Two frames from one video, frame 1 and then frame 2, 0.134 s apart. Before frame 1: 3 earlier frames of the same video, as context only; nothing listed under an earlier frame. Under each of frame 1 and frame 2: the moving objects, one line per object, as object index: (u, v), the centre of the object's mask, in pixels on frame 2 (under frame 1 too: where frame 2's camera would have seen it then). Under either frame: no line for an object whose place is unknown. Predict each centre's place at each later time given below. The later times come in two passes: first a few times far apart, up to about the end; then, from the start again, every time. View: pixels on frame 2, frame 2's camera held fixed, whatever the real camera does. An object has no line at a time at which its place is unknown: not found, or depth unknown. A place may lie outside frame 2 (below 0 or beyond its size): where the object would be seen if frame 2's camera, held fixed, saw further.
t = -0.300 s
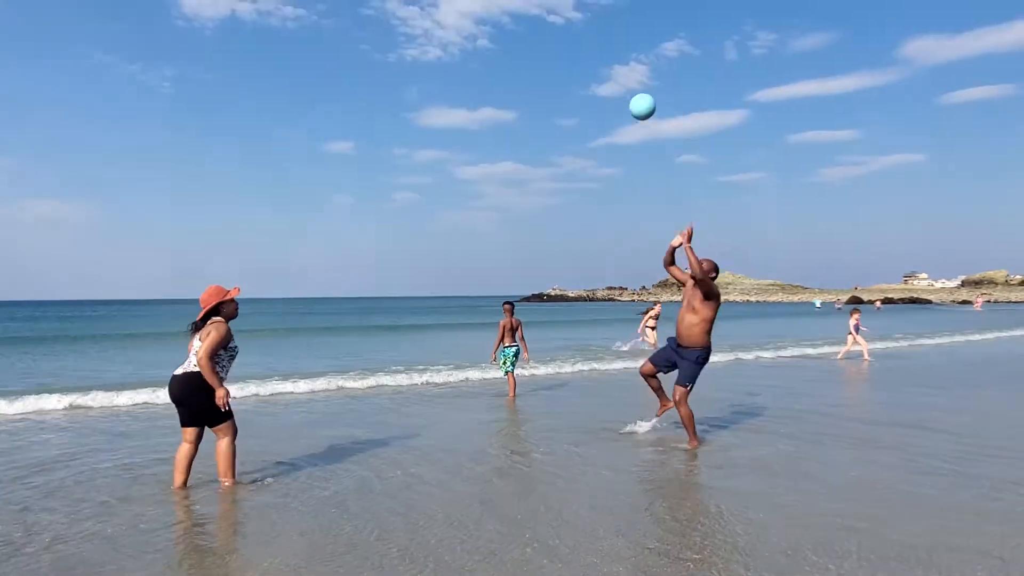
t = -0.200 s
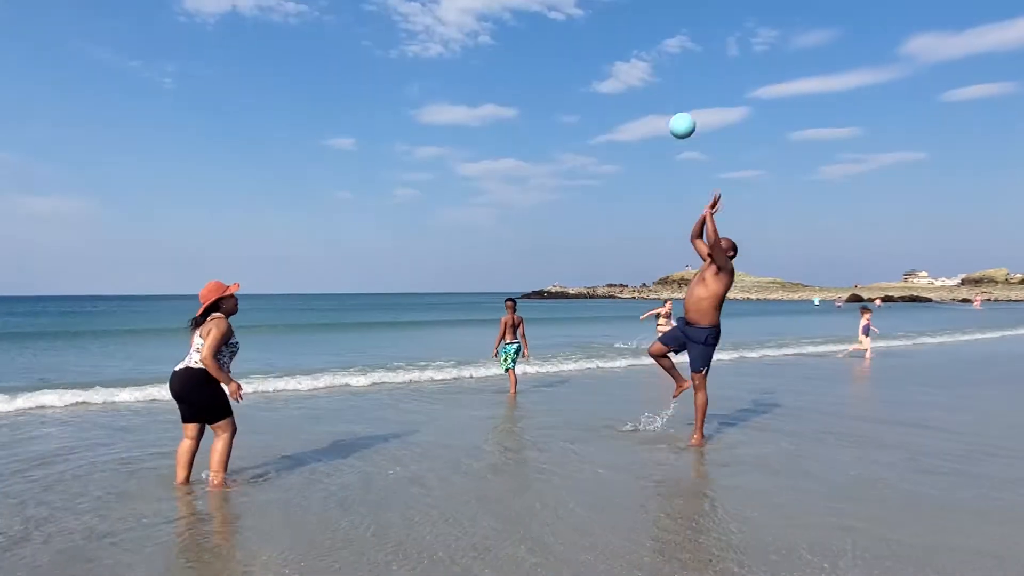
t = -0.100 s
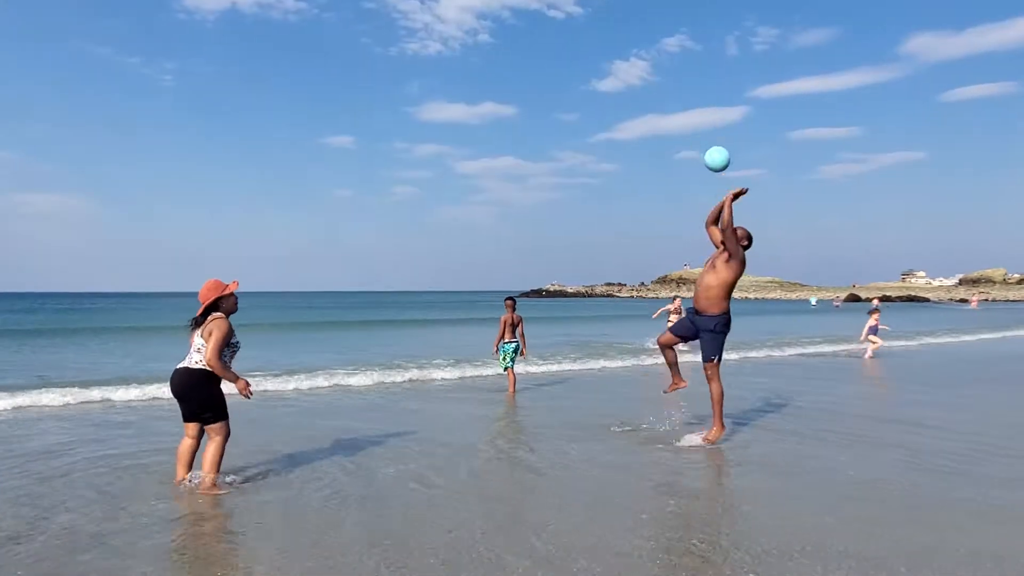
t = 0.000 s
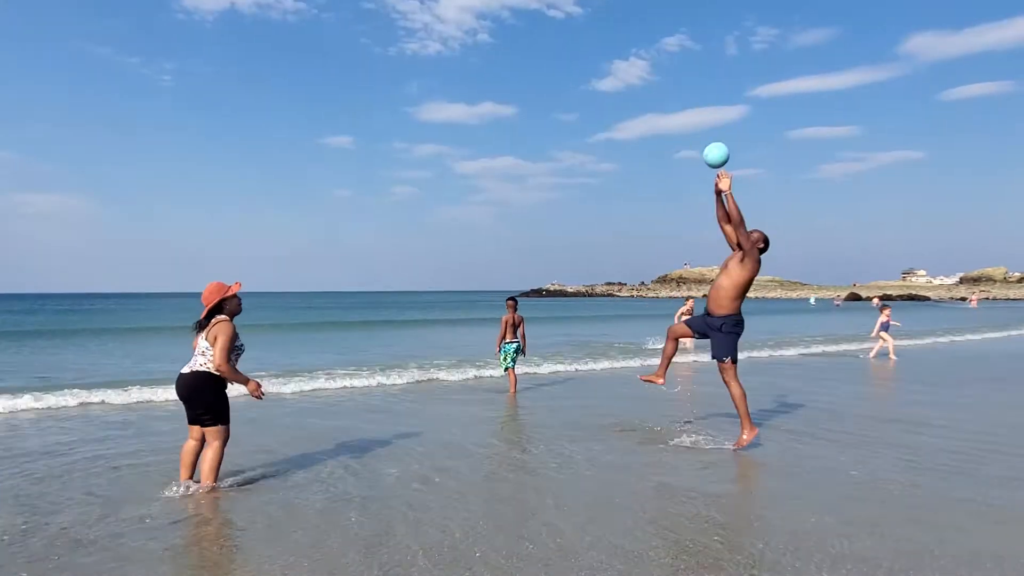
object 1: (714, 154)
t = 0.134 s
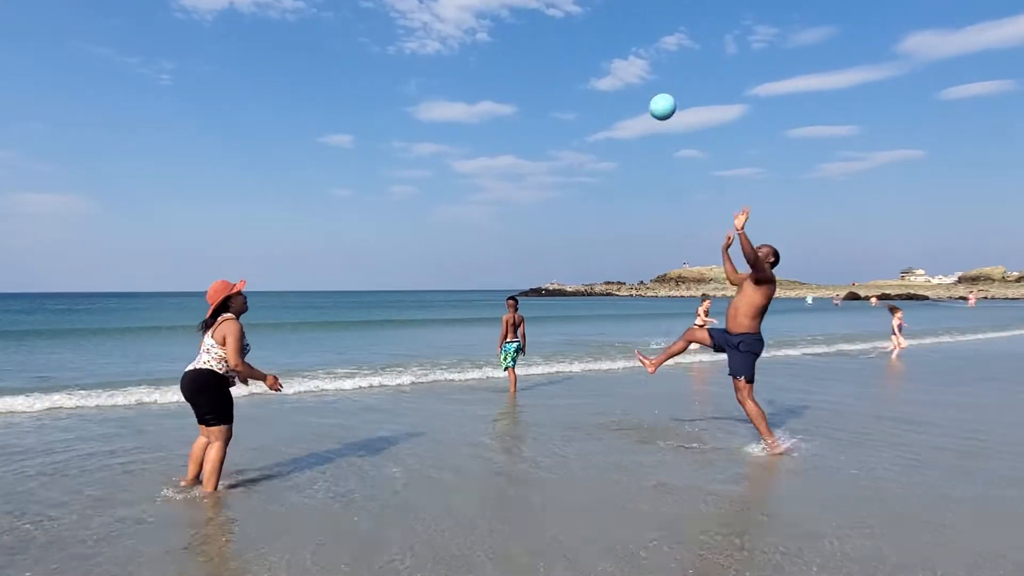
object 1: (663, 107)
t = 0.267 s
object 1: (603, 78)
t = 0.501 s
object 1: (488, 86)
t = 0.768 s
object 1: (339, 185)
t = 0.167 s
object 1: (648, 98)
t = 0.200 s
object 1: (634, 90)
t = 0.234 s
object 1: (619, 84)
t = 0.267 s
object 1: (603, 78)
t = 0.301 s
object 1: (587, 75)
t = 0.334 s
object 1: (571, 73)
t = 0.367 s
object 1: (555, 72)
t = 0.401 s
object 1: (538, 74)
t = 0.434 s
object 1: (522, 76)
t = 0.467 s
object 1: (505, 80)
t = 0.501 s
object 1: (488, 86)
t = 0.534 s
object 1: (471, 92)
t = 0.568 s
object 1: (453, 101)
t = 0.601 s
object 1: (435, 111)
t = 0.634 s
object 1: (417, 122)
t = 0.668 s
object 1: (398, 136)
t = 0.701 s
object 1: (379, 151)
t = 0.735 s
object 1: (359, 167)
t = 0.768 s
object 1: (339, 185)
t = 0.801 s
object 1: (318, 205)
